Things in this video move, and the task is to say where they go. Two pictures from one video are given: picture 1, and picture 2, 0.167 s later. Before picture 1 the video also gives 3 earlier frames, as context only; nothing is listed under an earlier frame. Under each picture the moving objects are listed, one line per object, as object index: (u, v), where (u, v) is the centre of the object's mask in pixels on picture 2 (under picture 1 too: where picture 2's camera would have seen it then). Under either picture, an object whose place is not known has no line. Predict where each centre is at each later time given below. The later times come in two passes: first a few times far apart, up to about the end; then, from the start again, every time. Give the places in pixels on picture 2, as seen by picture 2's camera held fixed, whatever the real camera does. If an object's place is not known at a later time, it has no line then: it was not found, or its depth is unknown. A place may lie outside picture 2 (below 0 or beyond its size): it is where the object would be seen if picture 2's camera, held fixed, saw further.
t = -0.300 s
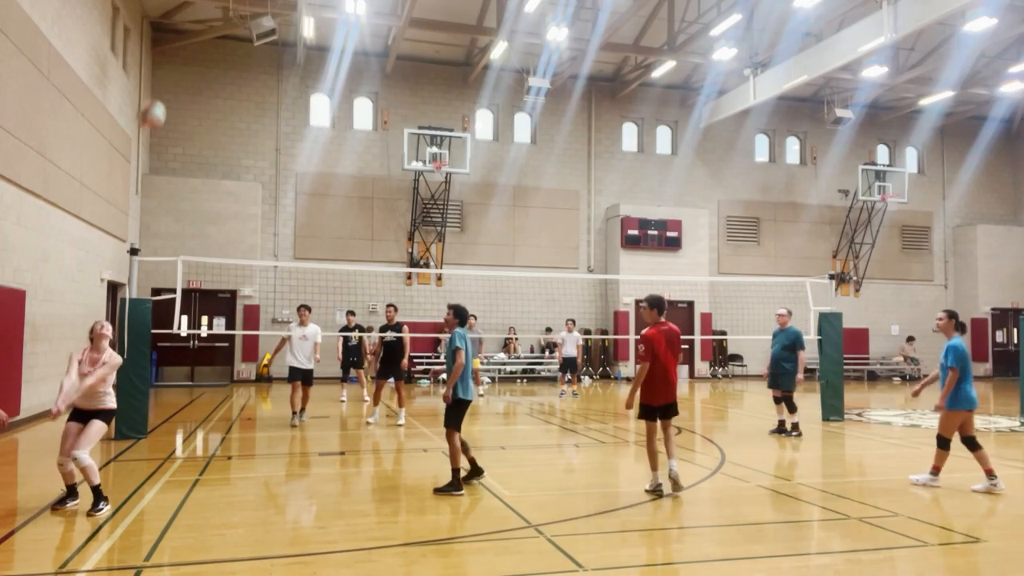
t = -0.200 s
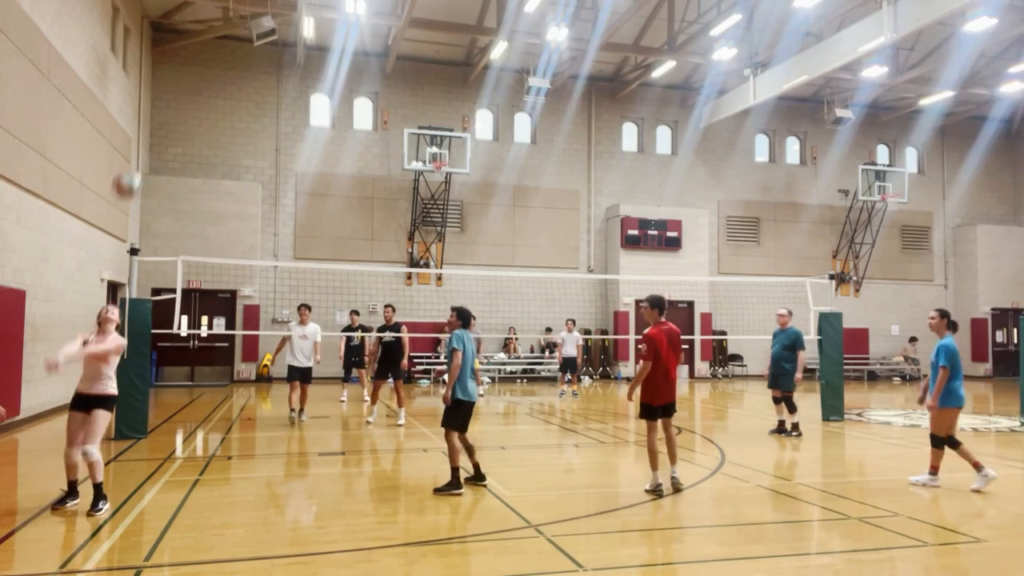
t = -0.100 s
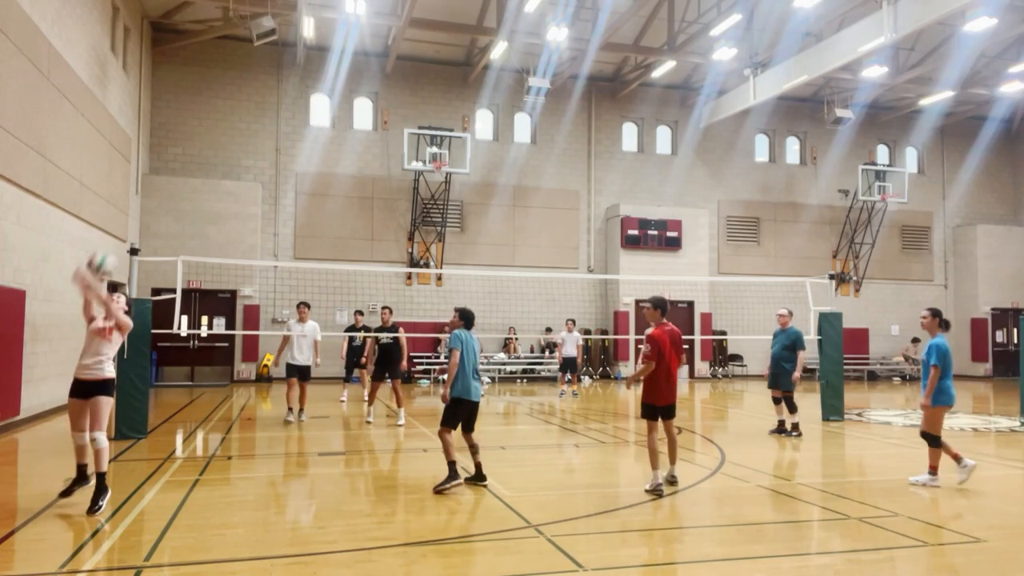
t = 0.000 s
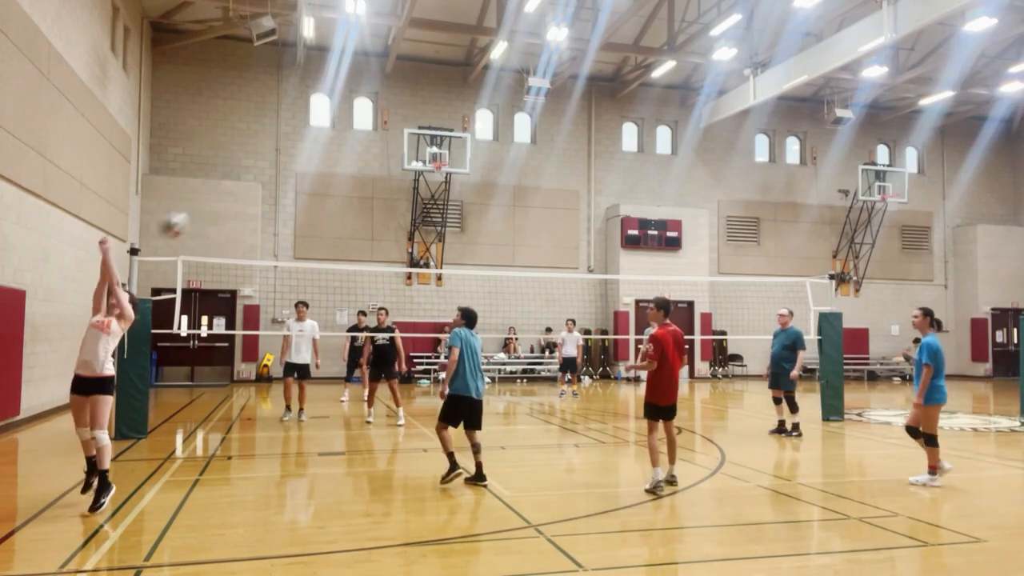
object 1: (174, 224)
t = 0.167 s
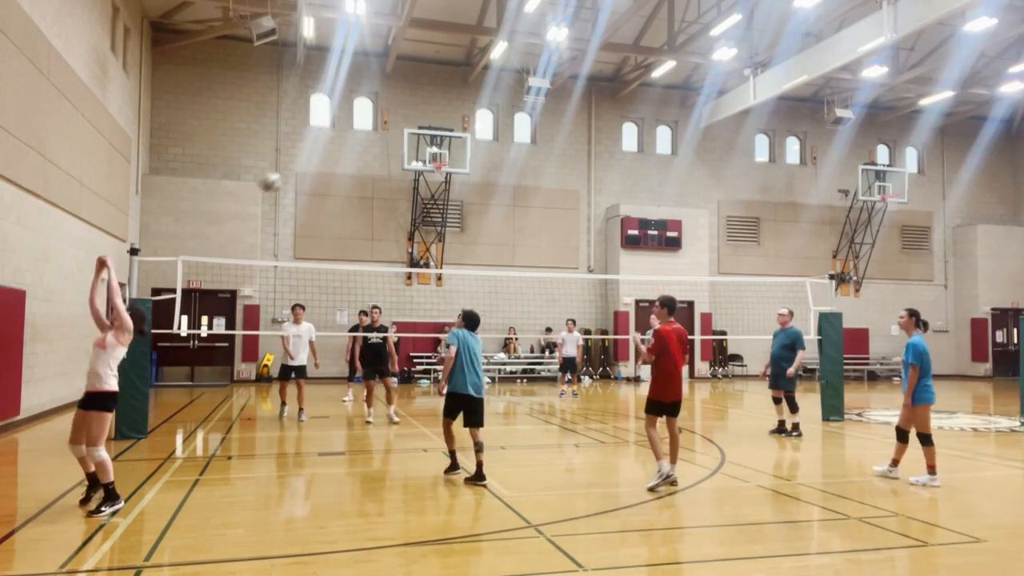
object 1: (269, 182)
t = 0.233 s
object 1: (298, 176)
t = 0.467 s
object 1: (372, 184)
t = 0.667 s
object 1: (416, 218)
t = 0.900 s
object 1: (450, 277)
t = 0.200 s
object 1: (285, 178)
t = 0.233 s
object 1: (298, 176)
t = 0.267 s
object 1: (311, 174)
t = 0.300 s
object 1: (324, 174)
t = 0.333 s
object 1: (334, 175)
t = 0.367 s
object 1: (346, 177)
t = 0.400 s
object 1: (356, 179)
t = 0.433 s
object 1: (364, 180)
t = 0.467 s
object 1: (372, 184)
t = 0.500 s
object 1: (381, 187)
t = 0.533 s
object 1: (389, 194)
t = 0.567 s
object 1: (397, 199)
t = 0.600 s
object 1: (403, 205)
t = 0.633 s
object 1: (410, 211)
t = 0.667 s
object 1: (416, 218)
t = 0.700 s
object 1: (423, 224)
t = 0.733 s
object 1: (428, 232)
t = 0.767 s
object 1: (433, 239)
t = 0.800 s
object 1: (437, 250)
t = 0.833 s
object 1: (444, 256)
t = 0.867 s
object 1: (446, 265)
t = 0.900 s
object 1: (450, 277)
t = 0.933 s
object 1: (456, 286)
